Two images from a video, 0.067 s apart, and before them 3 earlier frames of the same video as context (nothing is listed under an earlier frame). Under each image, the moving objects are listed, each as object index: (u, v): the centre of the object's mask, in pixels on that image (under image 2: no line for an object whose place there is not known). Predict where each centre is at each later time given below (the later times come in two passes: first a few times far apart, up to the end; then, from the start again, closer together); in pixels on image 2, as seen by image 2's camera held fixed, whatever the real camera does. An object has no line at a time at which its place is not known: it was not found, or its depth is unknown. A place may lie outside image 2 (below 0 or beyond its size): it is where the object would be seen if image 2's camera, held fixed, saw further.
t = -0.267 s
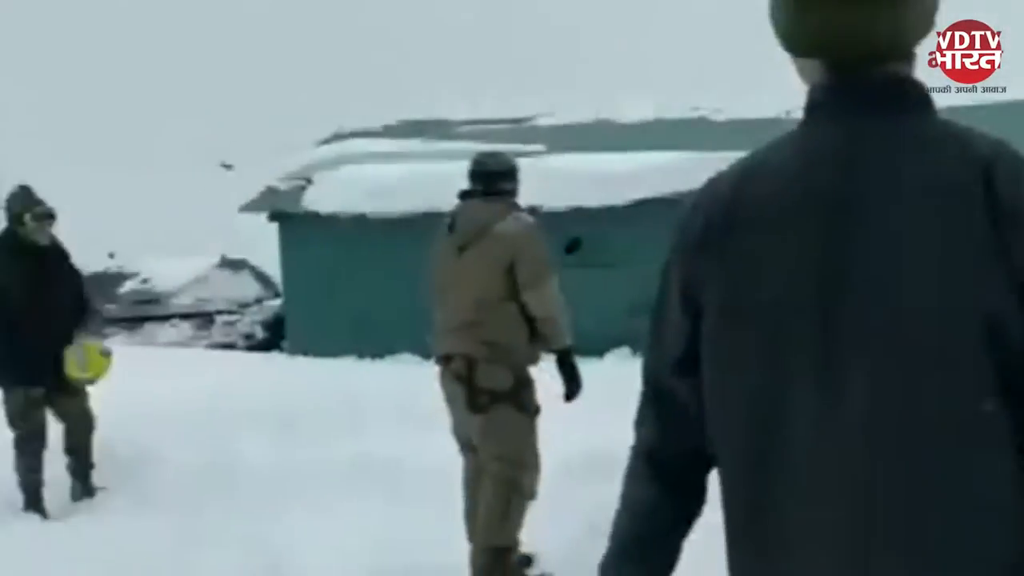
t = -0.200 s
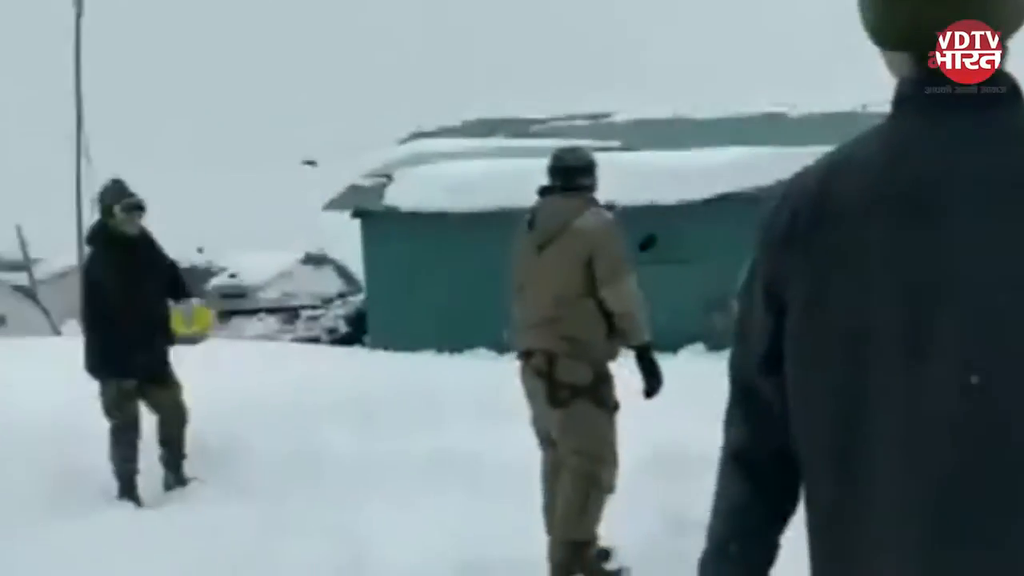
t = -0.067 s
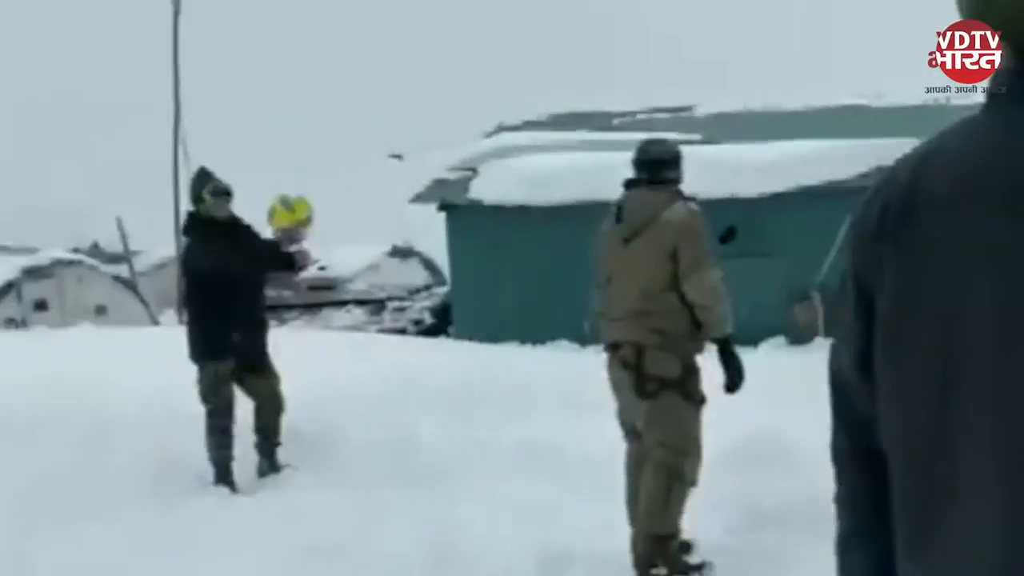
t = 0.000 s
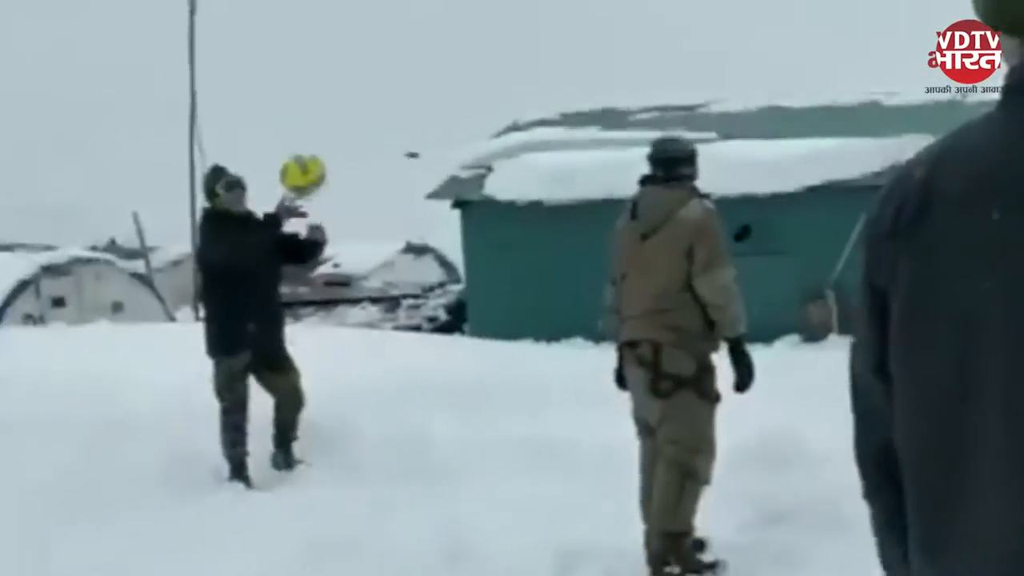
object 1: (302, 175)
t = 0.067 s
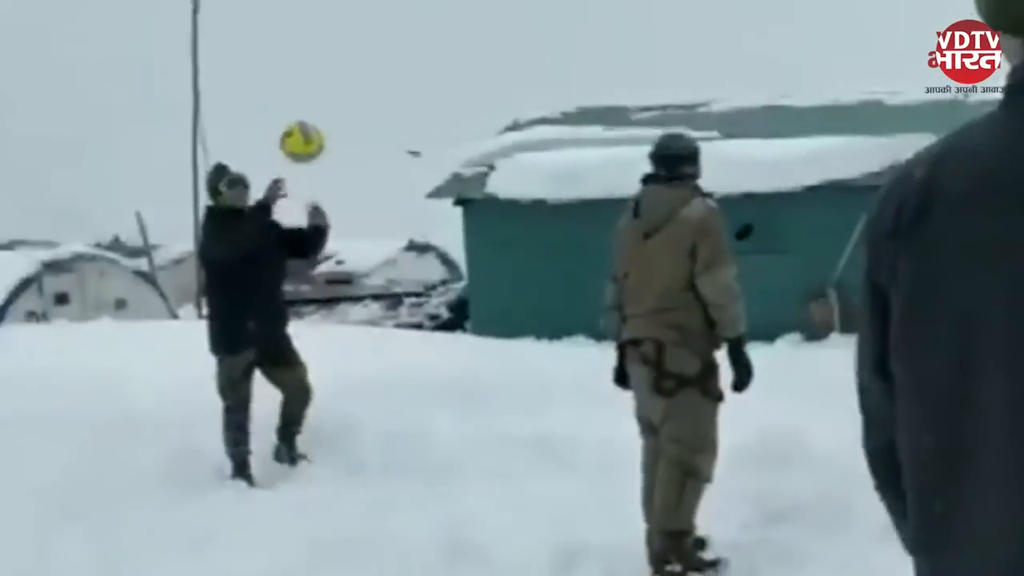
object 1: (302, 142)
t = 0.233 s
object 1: (298, 108)
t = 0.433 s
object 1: (300, 139)
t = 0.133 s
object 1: (300, 122)
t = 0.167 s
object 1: (299, 115)
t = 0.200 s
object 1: (299, 110)
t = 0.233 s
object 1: (298, 108)
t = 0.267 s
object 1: (298, 108)
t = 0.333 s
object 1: (297, 114)
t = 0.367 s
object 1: (299, 120)
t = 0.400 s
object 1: (299, 129)
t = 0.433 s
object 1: (300, 139)
